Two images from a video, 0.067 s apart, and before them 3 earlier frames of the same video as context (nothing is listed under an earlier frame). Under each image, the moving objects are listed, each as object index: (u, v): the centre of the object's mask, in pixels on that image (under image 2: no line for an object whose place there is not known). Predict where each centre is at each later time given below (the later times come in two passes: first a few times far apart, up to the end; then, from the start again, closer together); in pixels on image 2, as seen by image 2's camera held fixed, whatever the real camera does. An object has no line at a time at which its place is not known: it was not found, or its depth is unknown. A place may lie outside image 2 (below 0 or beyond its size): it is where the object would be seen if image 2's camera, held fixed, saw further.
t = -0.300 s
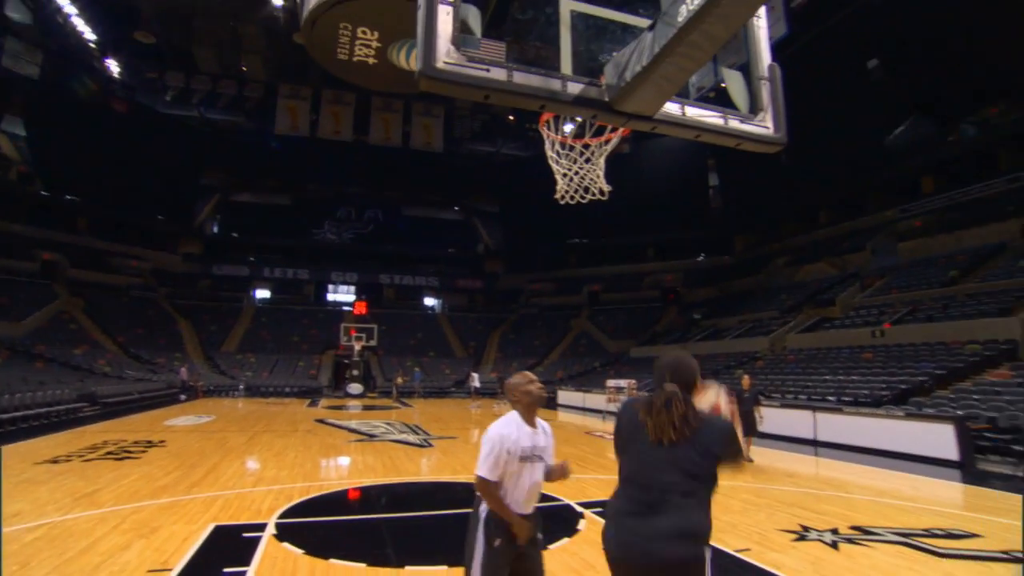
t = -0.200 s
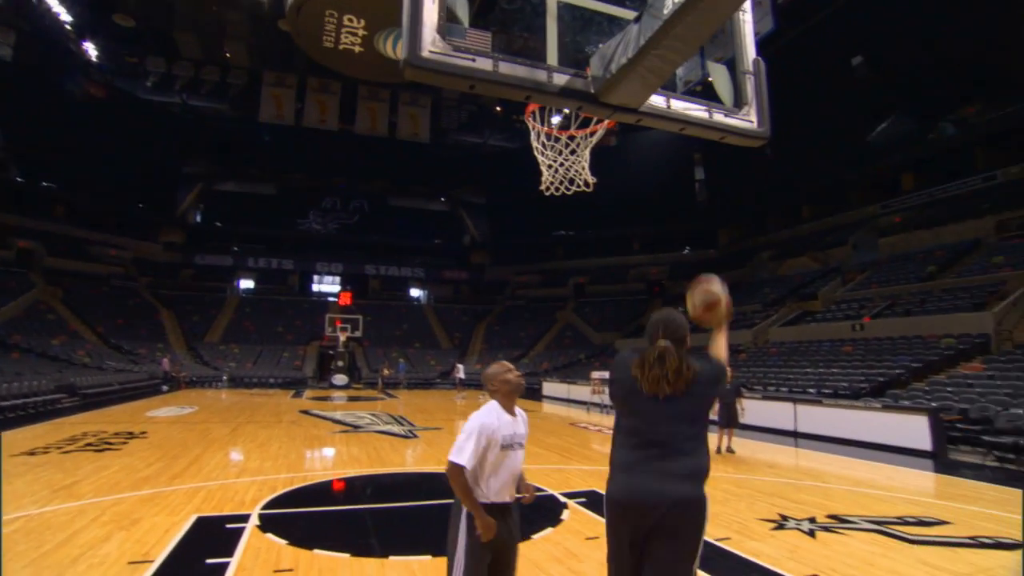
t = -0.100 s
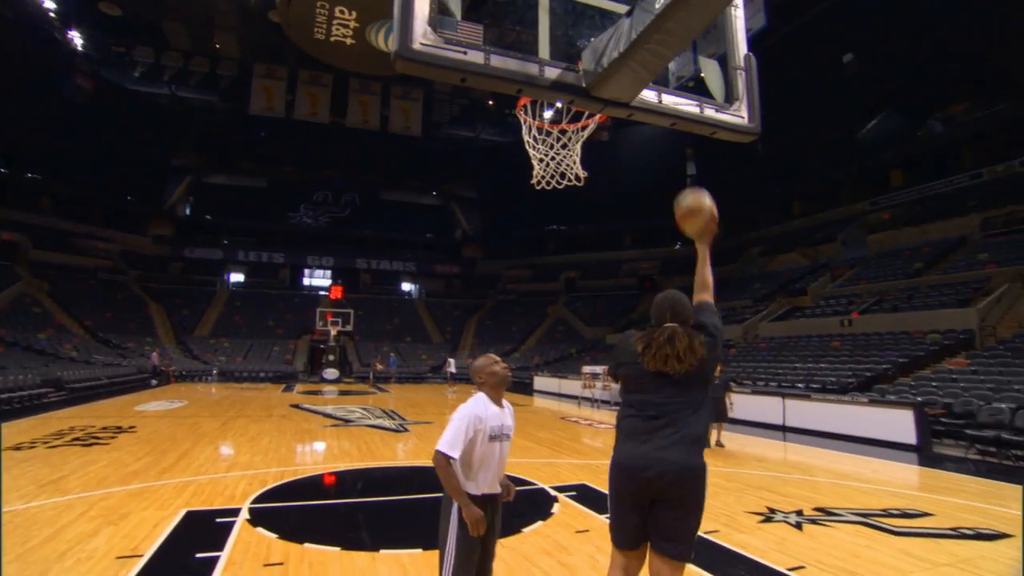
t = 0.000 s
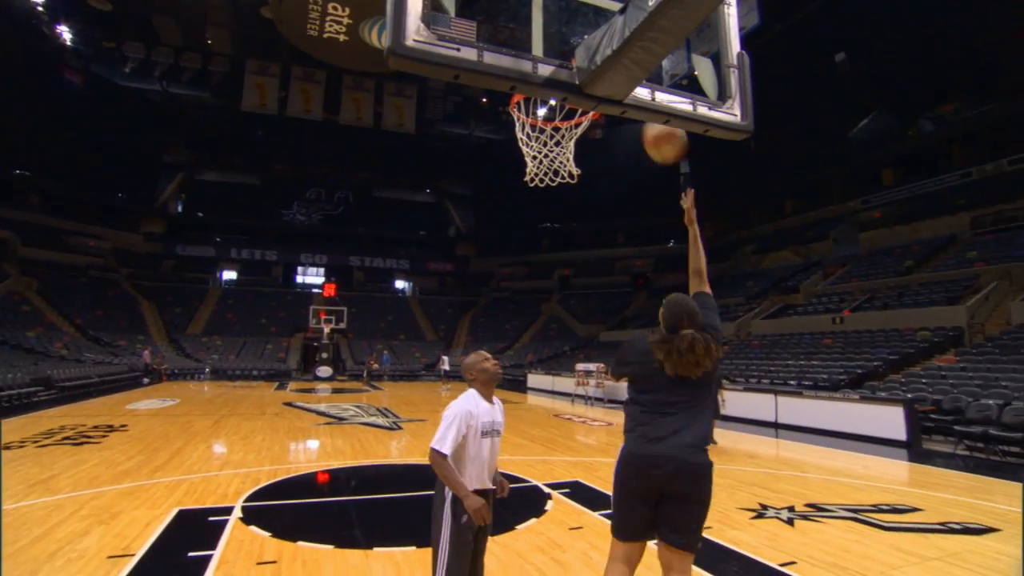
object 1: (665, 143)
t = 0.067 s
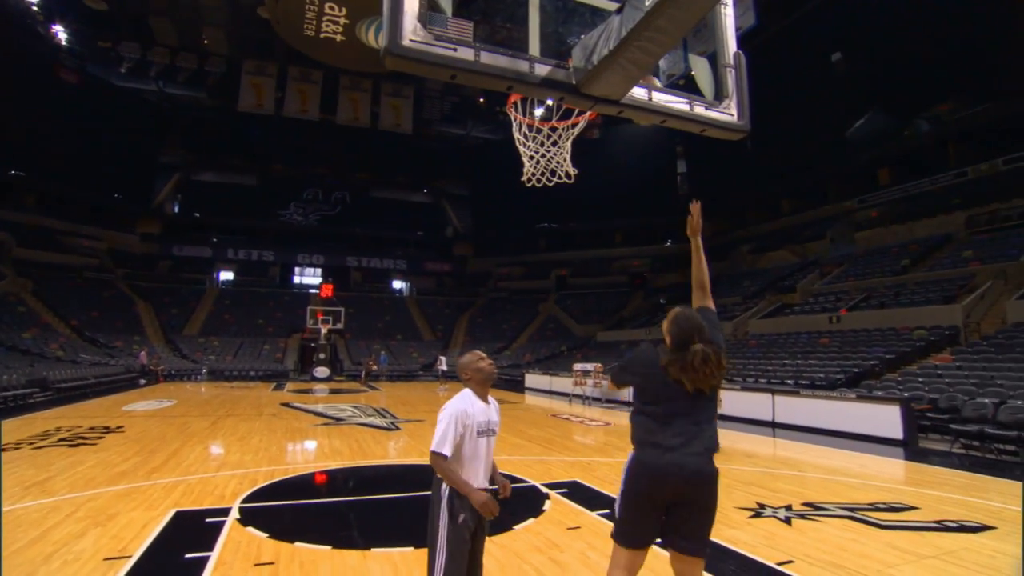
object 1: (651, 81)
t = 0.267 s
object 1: (587, 18)
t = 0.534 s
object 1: (548, 50)
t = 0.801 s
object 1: (540, 42)
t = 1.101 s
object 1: (558, 130)
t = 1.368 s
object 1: (568, 169)
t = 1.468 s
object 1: (567, 203)
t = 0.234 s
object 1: (591, 21)
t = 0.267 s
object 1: (587, 18)
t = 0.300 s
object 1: (582, 20)
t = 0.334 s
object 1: (575, 22)
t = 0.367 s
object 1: (568, 26)
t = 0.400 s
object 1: (562, 31)
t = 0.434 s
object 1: (557, 37)
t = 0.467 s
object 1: (554, 42)
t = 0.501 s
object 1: (545, 48)
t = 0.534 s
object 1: (548, 50)
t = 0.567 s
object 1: (548, 46)
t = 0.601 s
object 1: (540, 41)
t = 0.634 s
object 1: (540, 39)
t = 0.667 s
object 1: (540, 37)
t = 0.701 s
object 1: (540, 37)
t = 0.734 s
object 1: (540, 38)
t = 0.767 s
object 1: (539, 40)
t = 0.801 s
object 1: (540, 42)
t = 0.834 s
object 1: (540, 47)
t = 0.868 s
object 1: (543, 50)
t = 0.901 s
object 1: (547, 55)
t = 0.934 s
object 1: (534, 100)
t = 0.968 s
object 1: (541, 102)
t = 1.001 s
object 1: (544, 106)
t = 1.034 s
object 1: (549, 111)
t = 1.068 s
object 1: (554, 116)
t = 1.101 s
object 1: (558, 130)
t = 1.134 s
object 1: (562, 143)
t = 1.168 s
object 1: (564, 150)
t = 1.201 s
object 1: (566, 152)
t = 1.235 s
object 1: (565, 152)
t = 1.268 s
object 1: (566, 154)
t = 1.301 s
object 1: (568, 158)
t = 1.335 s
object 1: (568, 162)
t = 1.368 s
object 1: (568, 169)
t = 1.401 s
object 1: (568, 178)
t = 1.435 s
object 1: (567, 190)
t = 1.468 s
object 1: (567, 203)
